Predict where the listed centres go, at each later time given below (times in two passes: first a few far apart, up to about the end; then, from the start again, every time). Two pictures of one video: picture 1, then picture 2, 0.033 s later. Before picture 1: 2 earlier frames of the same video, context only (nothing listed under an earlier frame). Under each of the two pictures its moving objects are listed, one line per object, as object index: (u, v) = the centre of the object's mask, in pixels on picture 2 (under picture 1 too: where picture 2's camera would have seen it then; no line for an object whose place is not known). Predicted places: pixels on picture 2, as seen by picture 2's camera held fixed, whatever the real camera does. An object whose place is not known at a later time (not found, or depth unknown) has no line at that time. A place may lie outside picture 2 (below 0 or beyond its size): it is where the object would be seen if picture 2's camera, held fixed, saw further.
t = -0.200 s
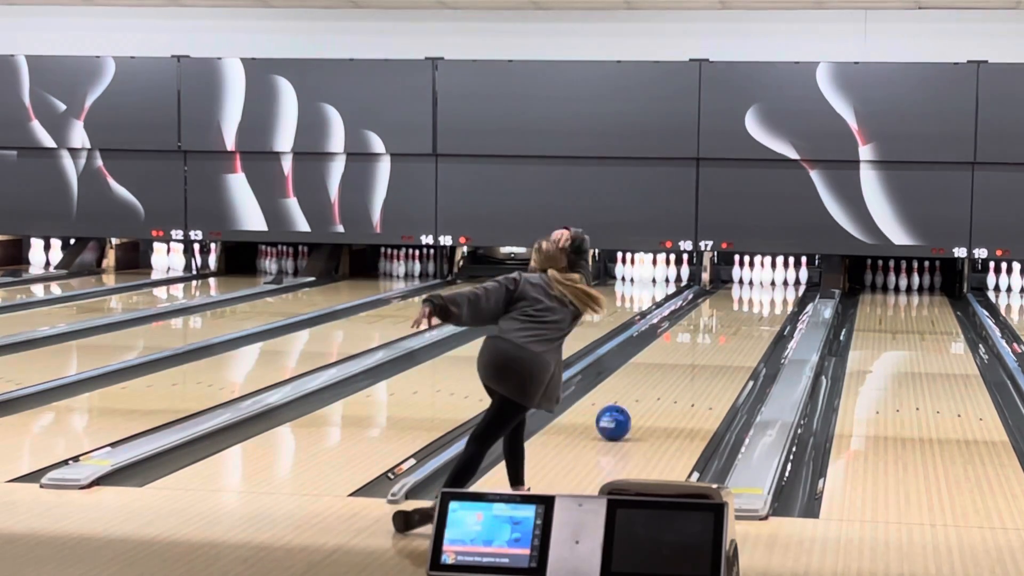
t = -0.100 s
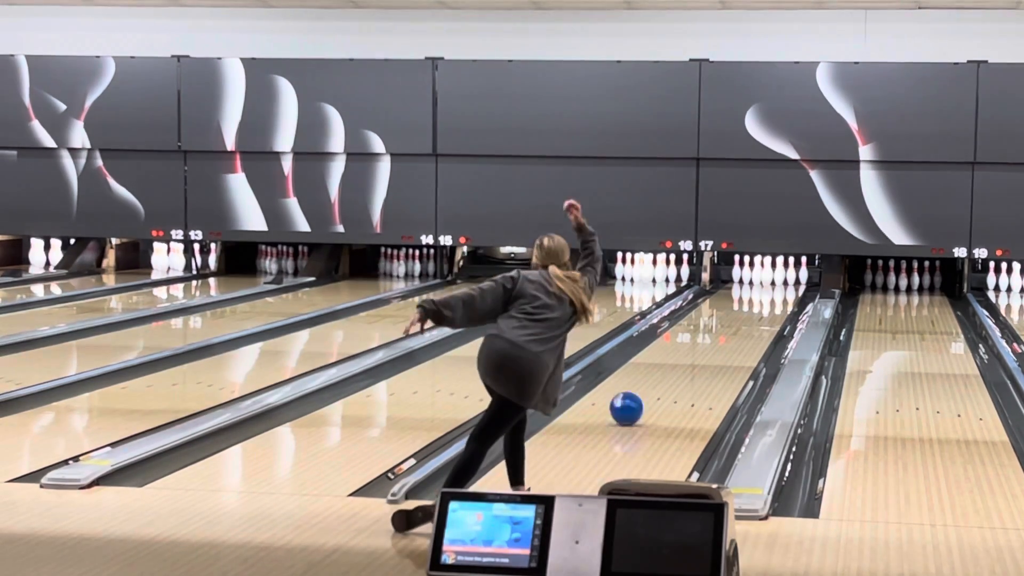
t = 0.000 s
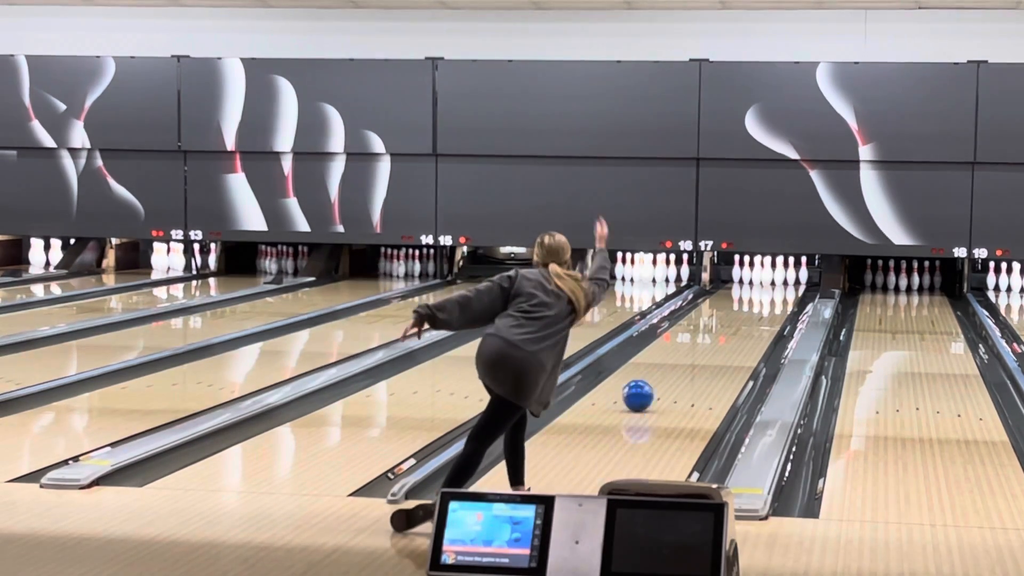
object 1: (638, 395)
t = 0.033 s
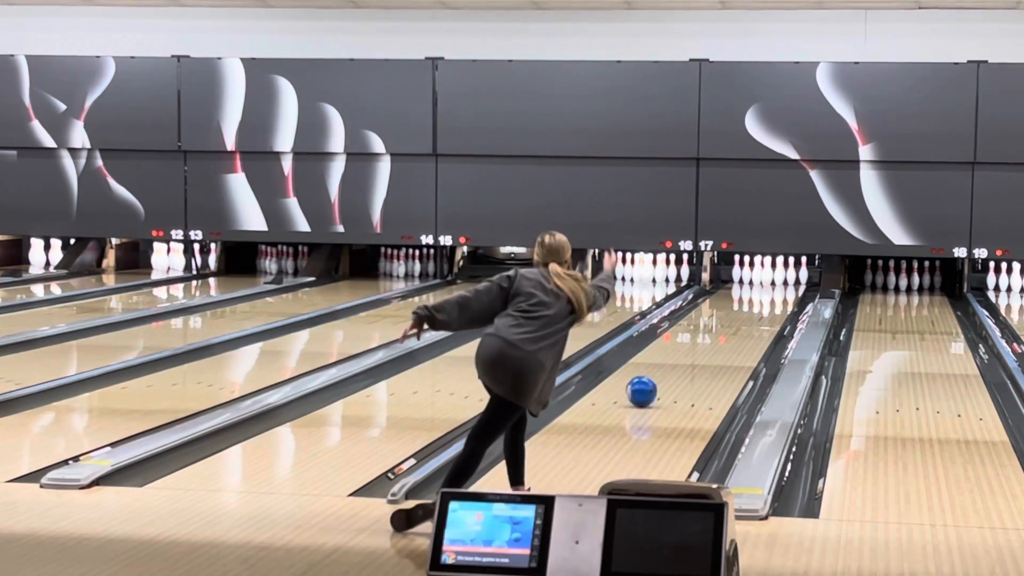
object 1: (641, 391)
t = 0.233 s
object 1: (660, 369)
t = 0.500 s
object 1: (680, 346)
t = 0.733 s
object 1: (694, 330)
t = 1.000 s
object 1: (707, 314)
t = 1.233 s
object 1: (715, 303)
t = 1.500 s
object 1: (723, 292)
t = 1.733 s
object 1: (729, 284)
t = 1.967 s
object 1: (733, 277)
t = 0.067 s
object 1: (645, 387)
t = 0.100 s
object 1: (648, 383)
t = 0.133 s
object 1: (651, 380)
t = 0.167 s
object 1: (654, 376)
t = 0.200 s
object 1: (657, 373)
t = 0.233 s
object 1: (660, 369)
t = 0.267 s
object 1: (663, 366)
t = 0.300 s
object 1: (666, 363)
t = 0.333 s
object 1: (668, 360)
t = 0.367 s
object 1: (671, 357)
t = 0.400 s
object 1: (673, 354)
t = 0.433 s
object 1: (675, 352)
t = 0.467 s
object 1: (678, 349)
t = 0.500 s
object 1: (680, 346)
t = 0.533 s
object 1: (682, 343)
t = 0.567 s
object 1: (684, 341)
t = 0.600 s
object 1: (686, 339)
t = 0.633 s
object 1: (688, 336)
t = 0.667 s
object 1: (690, 334)
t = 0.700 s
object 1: (692, 332)
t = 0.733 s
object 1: (694, 330)
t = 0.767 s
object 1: (695, 328)
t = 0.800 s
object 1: (697, 326)
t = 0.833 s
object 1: (699, 324)
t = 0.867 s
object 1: (701, 322)
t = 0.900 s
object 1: (702, 320)
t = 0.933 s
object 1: (704, 318)
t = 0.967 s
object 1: (705, 316)
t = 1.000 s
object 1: (707, 314)
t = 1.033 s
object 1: (708, 313)
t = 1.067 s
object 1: (709, 311)
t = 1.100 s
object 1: (711, 309)
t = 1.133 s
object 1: (712, 308)
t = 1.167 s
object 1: (713, 306)
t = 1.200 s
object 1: (714, 305)
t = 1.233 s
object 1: (715, 303)
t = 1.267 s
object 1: (716, 302)
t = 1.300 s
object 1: (718, 300)
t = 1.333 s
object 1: (719, 299)
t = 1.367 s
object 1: (720, 297)
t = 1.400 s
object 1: (721, 296)
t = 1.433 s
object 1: (722, 295)
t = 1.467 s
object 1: (723, 293)
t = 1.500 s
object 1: (723, 292)
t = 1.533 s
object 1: (724, 291)
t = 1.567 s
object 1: (725, 289)
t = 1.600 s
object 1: (726, 288)
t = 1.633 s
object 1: (727, 287)
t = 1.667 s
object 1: (727, 286)
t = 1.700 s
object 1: (728, 285)
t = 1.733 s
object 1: (729, 284)
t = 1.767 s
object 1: (729, 283)
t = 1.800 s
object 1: (730, 282)
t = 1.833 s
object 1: (731, 280)
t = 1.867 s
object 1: (731, 280)
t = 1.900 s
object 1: (732, 279)
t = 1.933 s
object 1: (732, 277)
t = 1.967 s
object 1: (733, 277)
